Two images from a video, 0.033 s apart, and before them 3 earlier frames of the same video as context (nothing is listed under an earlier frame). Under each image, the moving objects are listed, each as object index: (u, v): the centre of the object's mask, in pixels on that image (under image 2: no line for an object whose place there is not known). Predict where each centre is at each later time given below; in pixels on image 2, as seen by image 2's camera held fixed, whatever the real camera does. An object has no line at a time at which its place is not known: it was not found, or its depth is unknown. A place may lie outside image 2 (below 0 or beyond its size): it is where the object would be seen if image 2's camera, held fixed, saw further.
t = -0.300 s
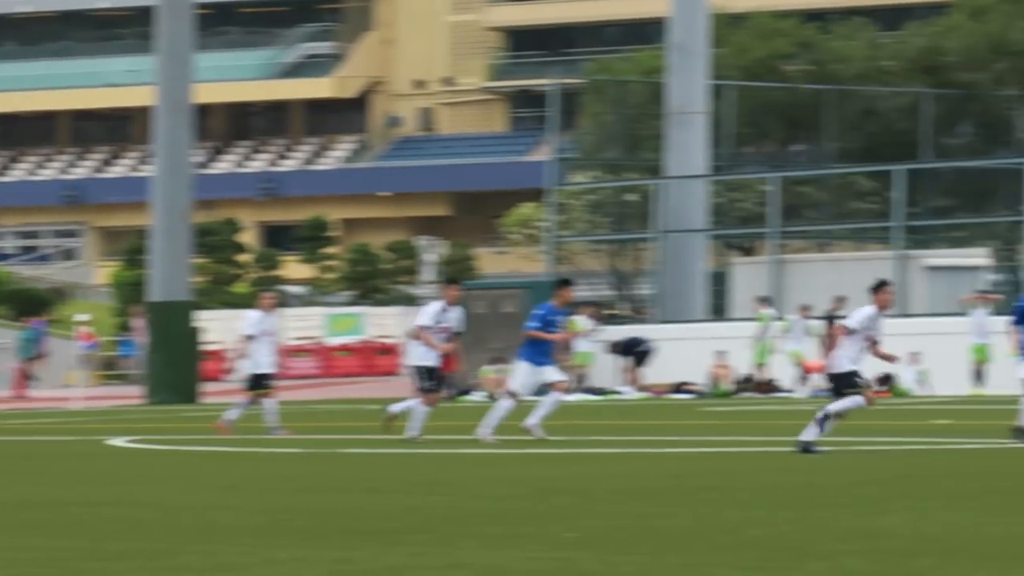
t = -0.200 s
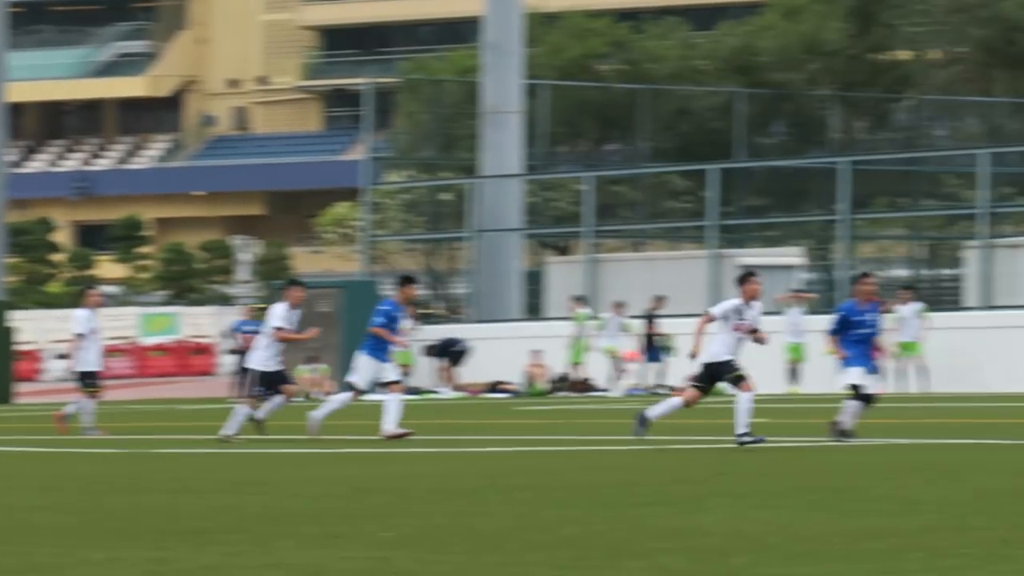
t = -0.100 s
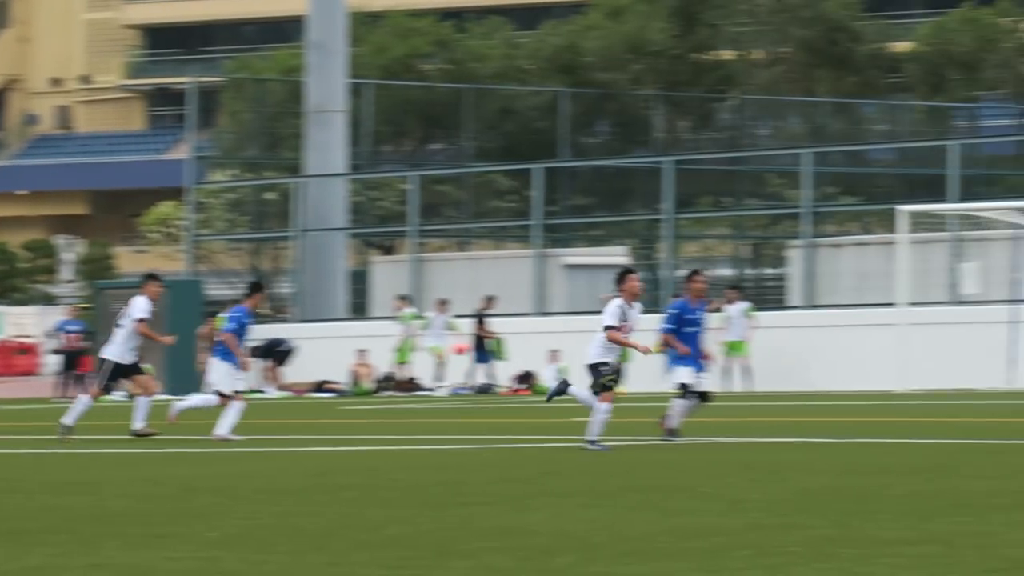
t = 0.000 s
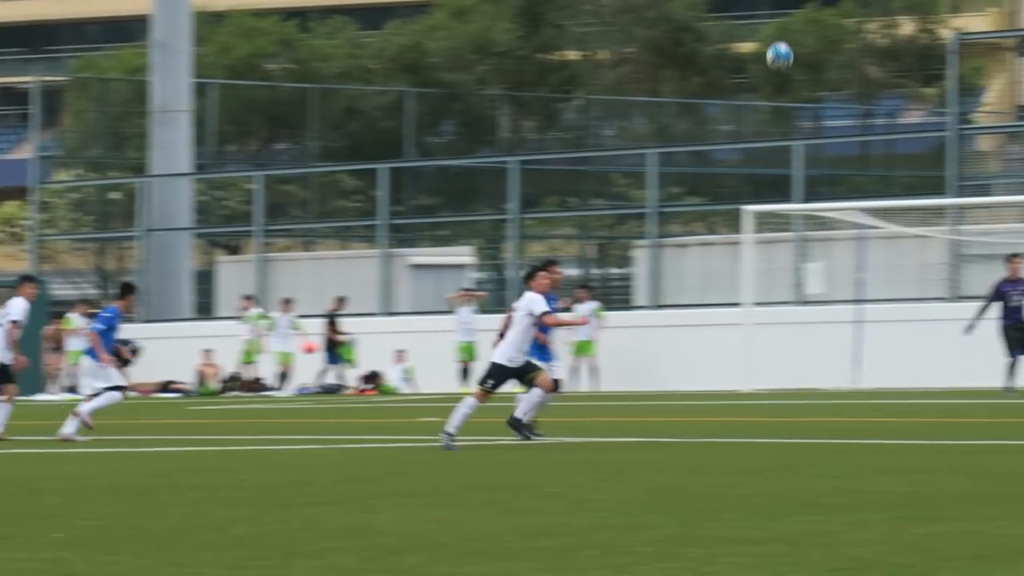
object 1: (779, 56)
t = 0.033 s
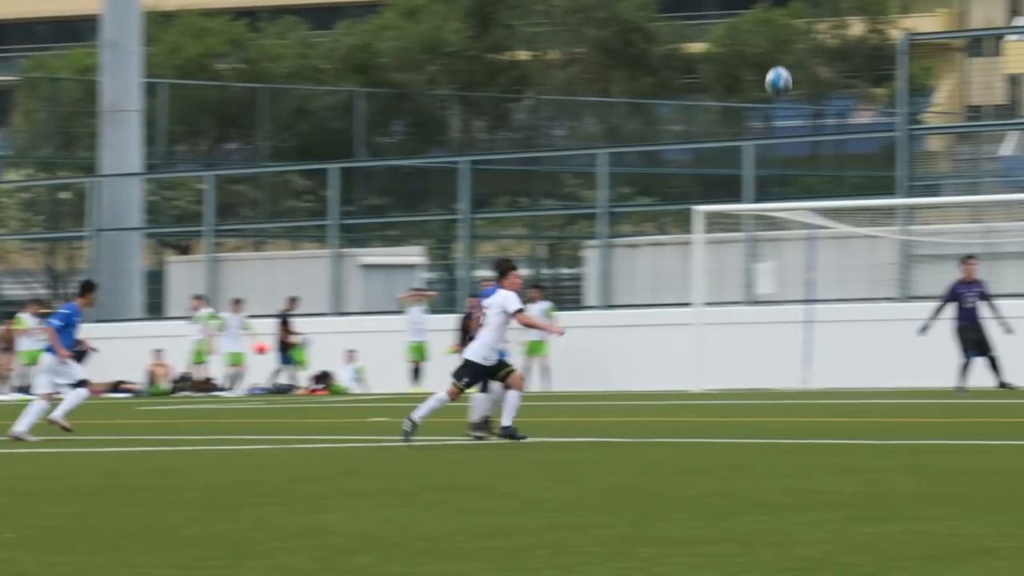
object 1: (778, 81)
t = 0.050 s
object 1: (803, 94)
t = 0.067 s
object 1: (826, 107)
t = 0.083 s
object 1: (850, 121)
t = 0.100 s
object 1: (873, 135)
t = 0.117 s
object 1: (896, 149)
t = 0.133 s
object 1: (921, 162)
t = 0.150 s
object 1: (944, 178)
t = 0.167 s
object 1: (967, 193)
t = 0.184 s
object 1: (990, 212)
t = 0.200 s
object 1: (1014, 227)
